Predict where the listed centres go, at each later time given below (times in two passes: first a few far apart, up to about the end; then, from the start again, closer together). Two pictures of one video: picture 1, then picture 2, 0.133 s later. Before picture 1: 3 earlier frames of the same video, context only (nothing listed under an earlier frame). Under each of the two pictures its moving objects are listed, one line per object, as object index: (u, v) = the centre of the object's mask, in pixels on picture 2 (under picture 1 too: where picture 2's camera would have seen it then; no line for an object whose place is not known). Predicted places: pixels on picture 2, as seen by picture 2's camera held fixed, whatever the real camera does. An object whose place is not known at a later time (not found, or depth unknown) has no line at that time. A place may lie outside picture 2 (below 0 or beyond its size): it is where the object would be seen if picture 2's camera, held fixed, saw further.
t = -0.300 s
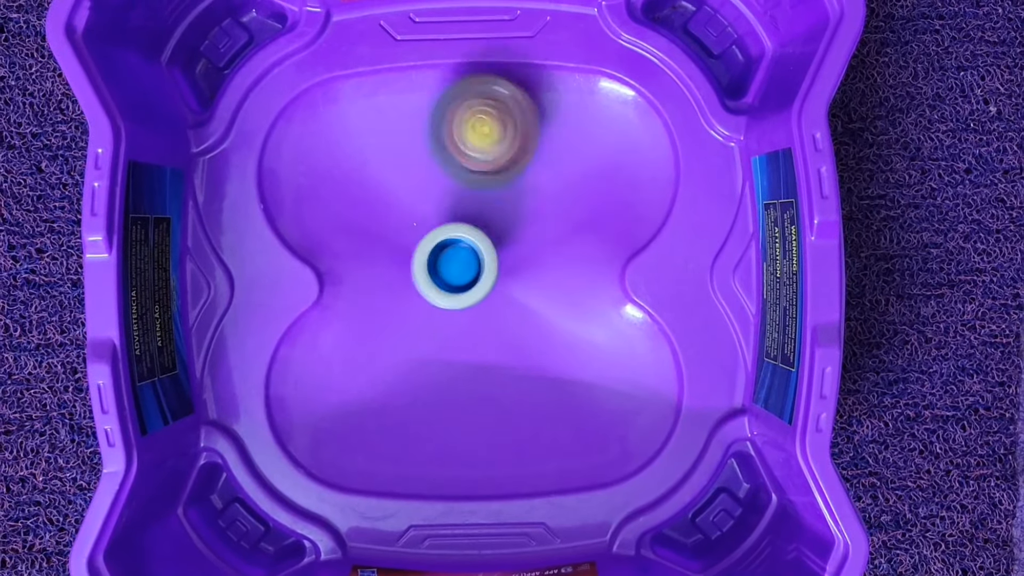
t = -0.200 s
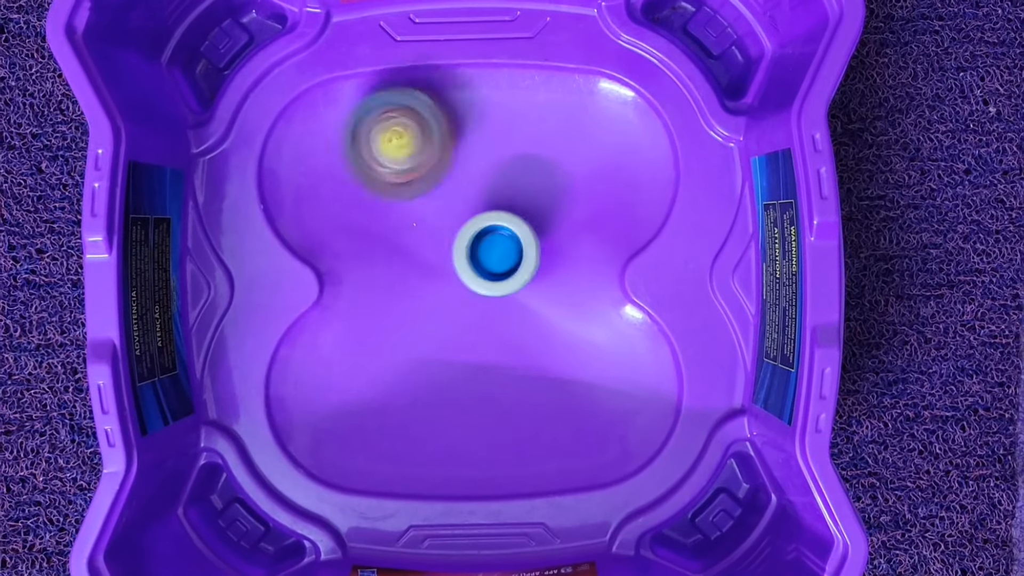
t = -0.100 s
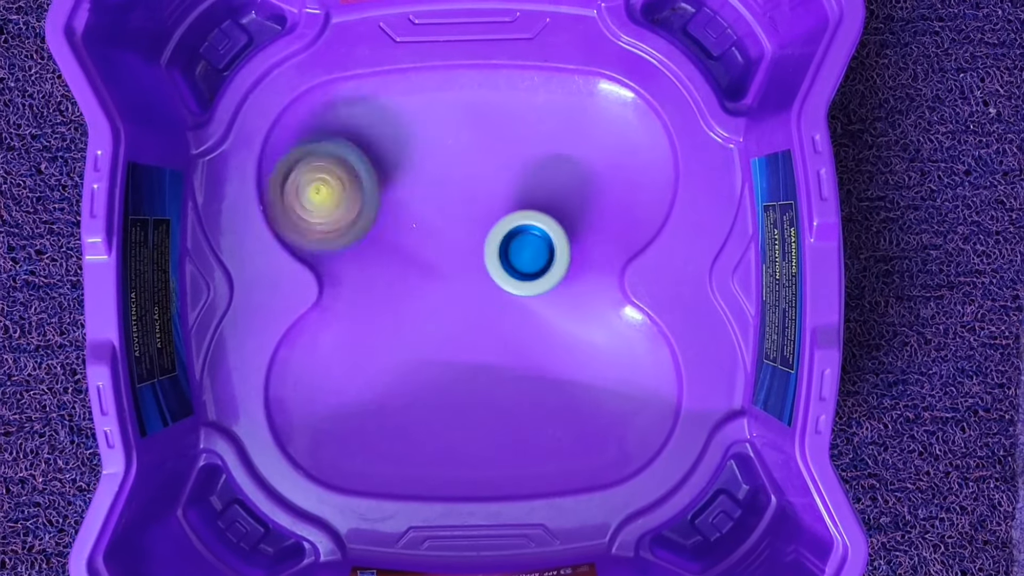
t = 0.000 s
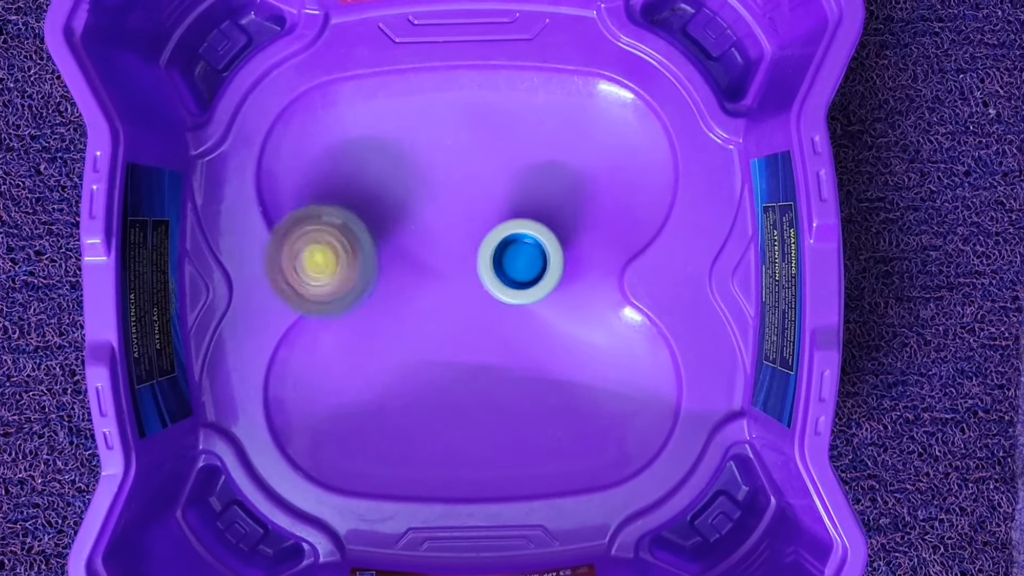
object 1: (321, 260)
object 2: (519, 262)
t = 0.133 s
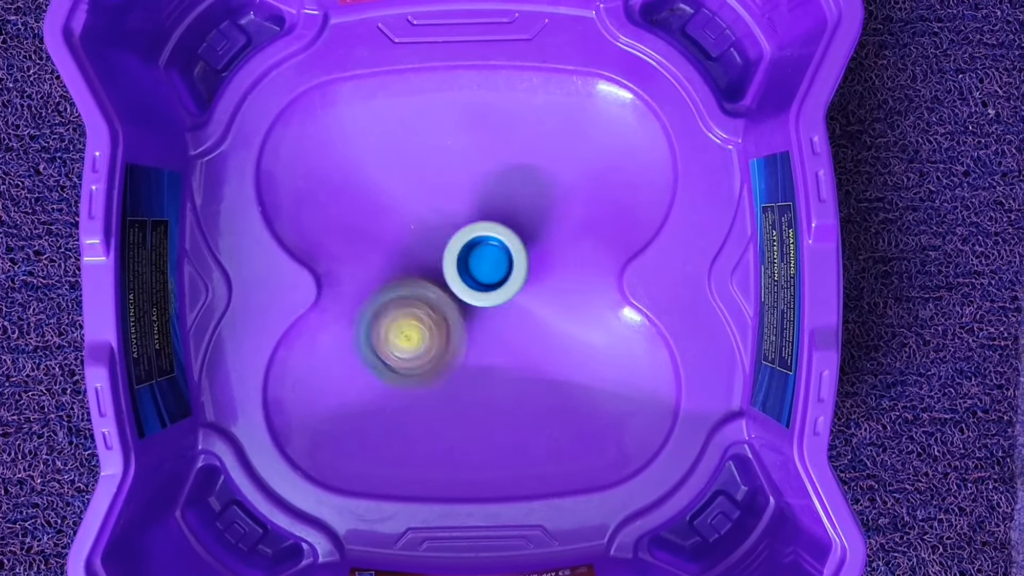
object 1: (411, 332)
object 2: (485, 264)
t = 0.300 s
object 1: (541, 371)
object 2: (483, 244)
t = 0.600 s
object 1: (599, 348)
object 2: (465, 100)
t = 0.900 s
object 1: (584, 417)
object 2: (419, 206)
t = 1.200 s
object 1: (554, 339)
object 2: (415, 362)
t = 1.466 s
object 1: (469, 379)
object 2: (272, 395)
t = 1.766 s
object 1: (572, 366)
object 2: (452, 367)
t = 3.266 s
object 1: (422, 192)
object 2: (502, 298)
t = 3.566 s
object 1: (391, 255)
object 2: (502, 267)
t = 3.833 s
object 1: (403, 381)
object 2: (626, 110)
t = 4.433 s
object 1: (411, 344)
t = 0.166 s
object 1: (433, 353)
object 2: (482, 263)
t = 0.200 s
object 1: (456, 366)
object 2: (480, 260)
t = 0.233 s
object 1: (483, 374)
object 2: (479, 256)
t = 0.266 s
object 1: (511, 376)
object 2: (481, 250)
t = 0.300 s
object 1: (541, 371)
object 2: (483, 244)
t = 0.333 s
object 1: (566, 365)
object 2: (489, 236)
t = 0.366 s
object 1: (586, 354)
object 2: (496, 228)
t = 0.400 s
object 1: (596, 341)
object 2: (505, 222)
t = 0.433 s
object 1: (600, 330)
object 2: (516, 216)
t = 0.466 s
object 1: (596, 319)
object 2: (526, 214)
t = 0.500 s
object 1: (586, 304)
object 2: (536, 212)
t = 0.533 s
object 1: (594, 318)
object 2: (510, 174)
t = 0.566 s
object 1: (600, 335)
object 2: (487, 136)
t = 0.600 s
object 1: (599, 348)
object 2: (465, 100)
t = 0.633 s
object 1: (595, 363)
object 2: (444, 73)
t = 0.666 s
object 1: (587, 374)
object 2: (432, 70)
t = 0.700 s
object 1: (580, 383)
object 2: (424, 74)
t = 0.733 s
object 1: (577, 392)
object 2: (418, 83)
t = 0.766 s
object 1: (574, 399)
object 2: (415, 103)
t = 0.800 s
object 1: (573, 405)
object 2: (415, 127)
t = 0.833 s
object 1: (575, 411)
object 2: (416, 152)
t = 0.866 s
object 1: (578, 415)
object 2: (418, 178)
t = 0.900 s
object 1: (584, 417)
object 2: (419, 206)
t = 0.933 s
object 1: (593, 420)
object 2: (421, 234)
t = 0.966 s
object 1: (603, 421)
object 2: (423, 257)
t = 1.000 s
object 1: (614, 418)
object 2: (423, 278)
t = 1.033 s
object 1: (625, 410)
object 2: (422, 299)
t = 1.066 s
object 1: (629, 396)
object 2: (422, 317)
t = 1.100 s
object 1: (625, 377)
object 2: (423, 332)
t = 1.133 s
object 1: (611, 361)
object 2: (422, 344)
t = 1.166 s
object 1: (587, 349)
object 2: (419, 354)
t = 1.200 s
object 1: (554, 339)
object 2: (415, 362)
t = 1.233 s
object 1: (523, 334)
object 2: (412, 367)
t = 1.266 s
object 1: (500, 334)
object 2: (393, 374)
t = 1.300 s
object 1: (490, 333)
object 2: (358, 384)
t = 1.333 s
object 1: (482, 336)
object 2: (327, 392)
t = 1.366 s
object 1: (475, 343)
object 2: (305, 396)
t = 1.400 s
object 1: (471, 355)
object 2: (287, 398)
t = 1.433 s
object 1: (468, 367)
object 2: (275, 397)
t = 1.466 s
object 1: (469, 379)
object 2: (272, 395)
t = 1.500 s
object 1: (473, 389)
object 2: (278, 391)
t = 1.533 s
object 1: (481, 399)
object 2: (293, 386)
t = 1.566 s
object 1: (492, 405)
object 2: (313, 381)
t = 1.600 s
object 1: (508, 408)
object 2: (335, 376)
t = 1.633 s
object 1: (523, 409)
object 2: (357, 373)
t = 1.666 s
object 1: (537, 405)
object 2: (381, 372)
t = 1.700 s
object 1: (551, 396)
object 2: (406, 370)
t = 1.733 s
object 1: (564, 383)
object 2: (429, 369)
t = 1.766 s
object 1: (572, 366)
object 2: (452, 367)
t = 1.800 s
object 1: (570, 350)
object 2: (470, 366)
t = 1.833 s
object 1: (587, 329)
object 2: (450, 373)
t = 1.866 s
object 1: (601, 304)
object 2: (423, 381)
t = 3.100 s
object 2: (551, 329)
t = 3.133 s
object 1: (468, 241)
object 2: (534, 318)
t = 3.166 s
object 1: (463, 229)
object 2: (522, 310)
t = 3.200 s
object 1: (452, 214)
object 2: (514, 304)
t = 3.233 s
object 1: (438, 201)
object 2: (507, 301)
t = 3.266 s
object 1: (422, 192)
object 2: (502, 298)
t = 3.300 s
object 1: (402, 186)
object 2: (499, 295)
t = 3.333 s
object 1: (380, 182)
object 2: (497, 291)
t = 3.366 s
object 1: (360, 185)
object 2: (497, 288)
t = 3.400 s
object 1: (346, 193)
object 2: (497, 286)
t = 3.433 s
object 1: (339, 206)
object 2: (498, 285)
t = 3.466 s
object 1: (342, 219)
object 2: (499, 282)
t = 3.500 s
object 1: (353, 231)
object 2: (500, 279)
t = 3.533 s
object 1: (370, 243)
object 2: (501, 274)
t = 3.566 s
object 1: (391, 255)
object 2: (502, 267)
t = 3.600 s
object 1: (405, 270)
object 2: (513, 255)
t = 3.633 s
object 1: (404, 288)
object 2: (543, 234)
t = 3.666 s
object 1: (403, 305)
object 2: (569, 210)
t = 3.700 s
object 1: (400, 323)
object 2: (586, 184)
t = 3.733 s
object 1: (397, 342)
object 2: (601, 159)
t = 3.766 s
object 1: (394, 360)
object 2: (612, 137)
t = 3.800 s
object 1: (396, 373)
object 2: (621, 120)
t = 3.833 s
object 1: (403, 381)
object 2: (626, 110)
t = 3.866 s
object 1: (415, 382)
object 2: (626, 108)
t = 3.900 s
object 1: (430, 378)
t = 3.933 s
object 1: (445, 370)
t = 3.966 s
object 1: (459, 359)
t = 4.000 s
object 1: (470, 344)
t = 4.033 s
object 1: (479, 328)
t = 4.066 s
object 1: (485, 314)
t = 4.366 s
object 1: (424, 322)
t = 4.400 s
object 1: (417, 333)
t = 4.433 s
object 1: (411, 344)
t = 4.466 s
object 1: (410, 356)
